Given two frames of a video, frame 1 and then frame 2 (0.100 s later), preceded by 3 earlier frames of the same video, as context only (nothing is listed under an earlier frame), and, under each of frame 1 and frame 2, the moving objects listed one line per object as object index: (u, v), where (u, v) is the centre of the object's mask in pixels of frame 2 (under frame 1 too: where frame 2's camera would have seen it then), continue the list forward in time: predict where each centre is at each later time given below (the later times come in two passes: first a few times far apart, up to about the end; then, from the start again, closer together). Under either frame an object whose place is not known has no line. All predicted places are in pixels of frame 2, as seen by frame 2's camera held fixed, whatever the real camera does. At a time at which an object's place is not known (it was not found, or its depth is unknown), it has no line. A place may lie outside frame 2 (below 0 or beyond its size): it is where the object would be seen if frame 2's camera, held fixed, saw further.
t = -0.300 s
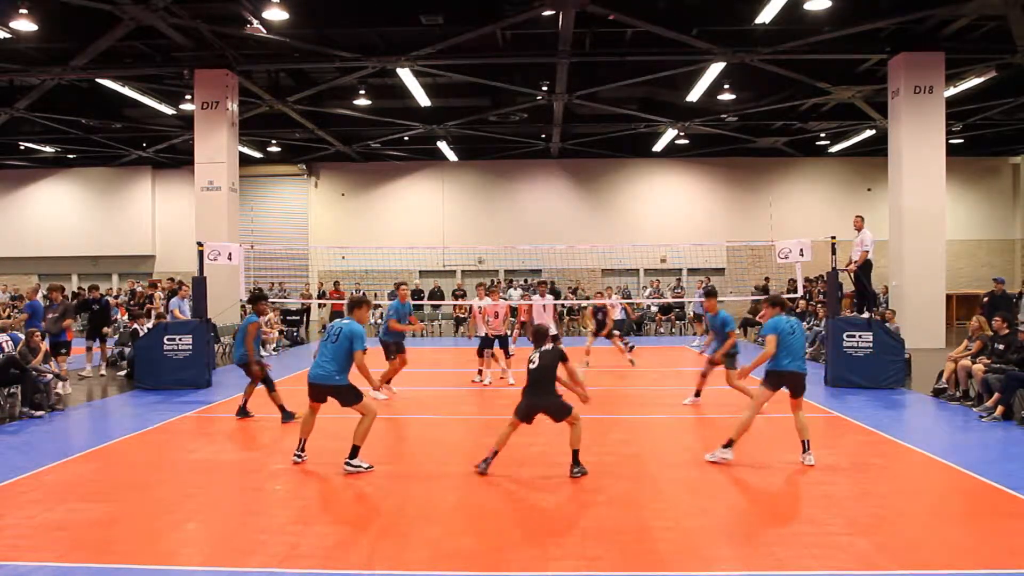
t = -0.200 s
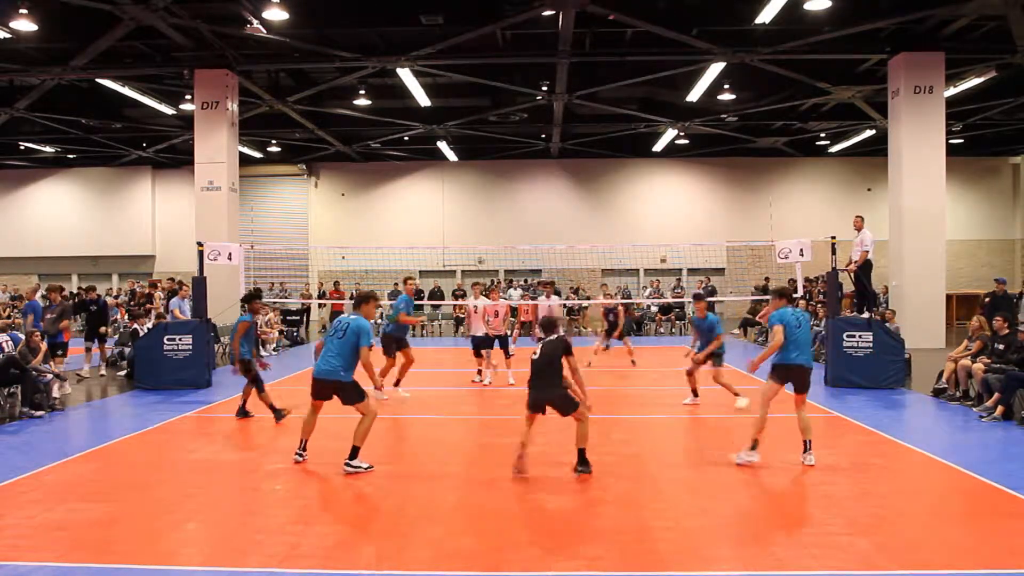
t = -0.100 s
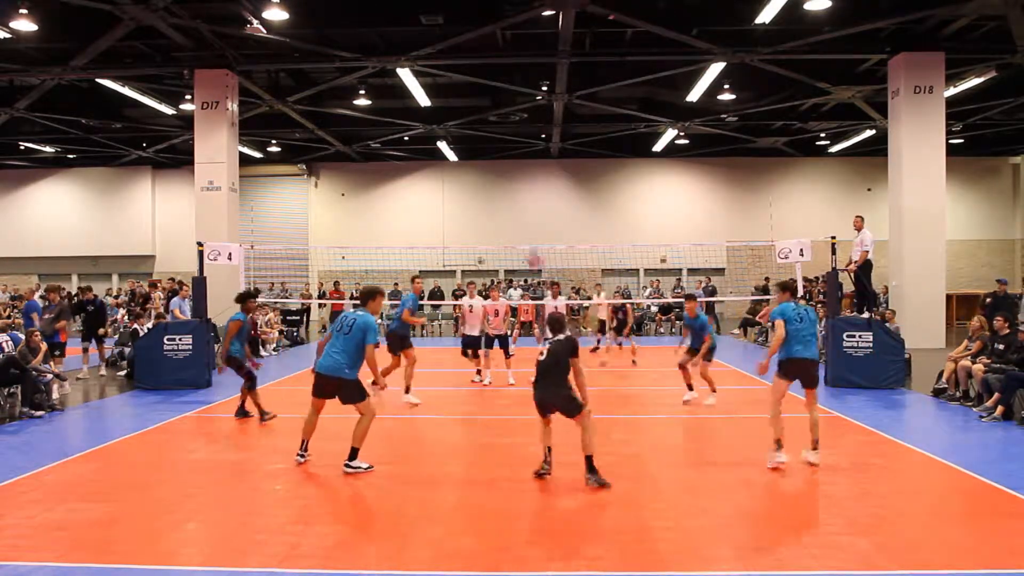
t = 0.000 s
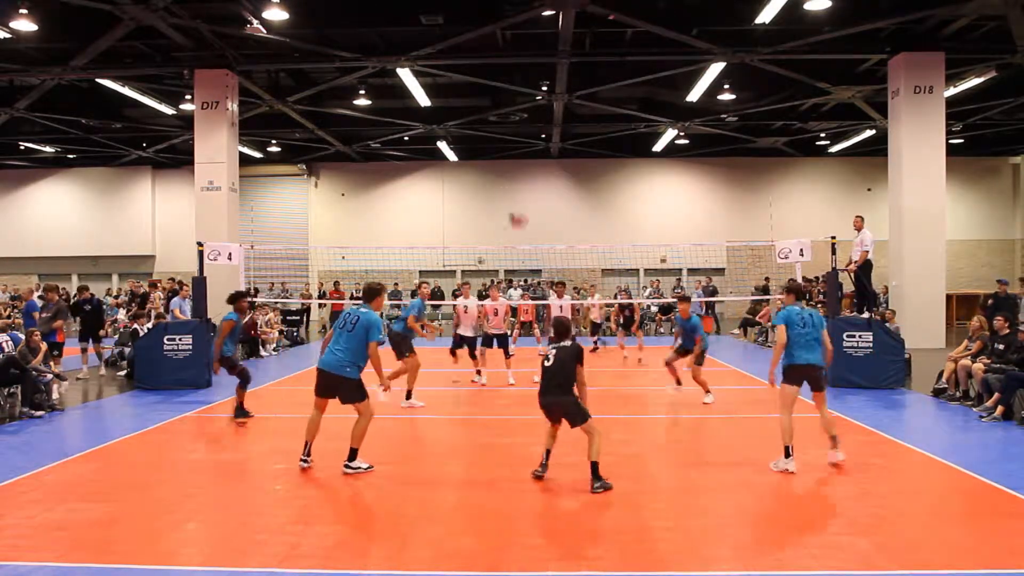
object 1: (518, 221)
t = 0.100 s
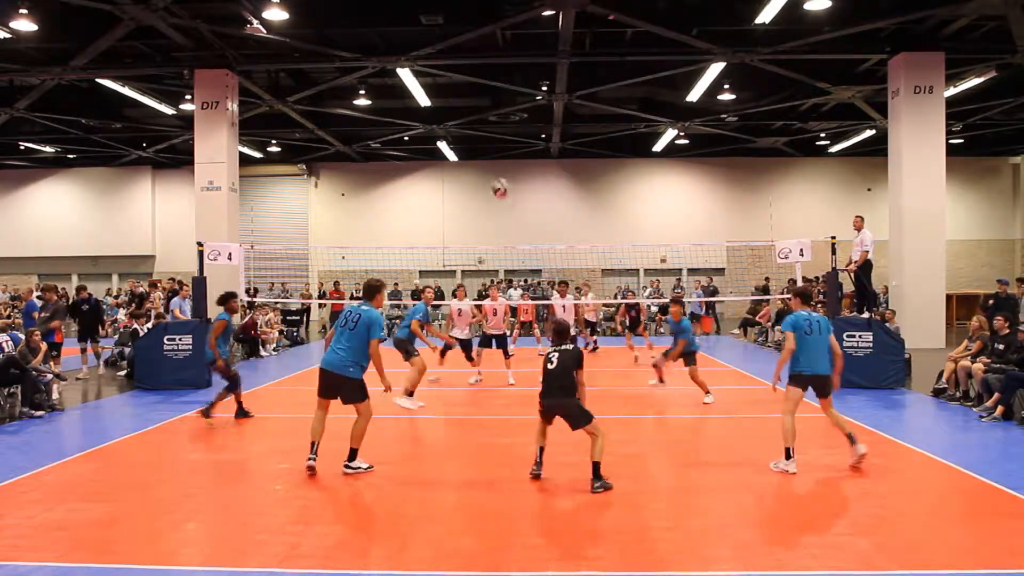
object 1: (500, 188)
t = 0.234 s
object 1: (480, 164)
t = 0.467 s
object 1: (450, 158)
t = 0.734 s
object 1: (419, 198)
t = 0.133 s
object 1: (494, 178)
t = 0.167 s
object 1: (490, 173)
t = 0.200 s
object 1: (486, 169)
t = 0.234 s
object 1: (480, 164)
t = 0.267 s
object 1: (476, 161)
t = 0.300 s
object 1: (471, 158)
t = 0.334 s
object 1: (466, 157)
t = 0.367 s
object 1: (463, 155)
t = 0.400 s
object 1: (459, 155)
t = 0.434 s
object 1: (455, 157)
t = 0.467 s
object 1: (450, 158)
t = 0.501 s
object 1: (444, 161)
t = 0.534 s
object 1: (441, 163)
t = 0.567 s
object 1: (438, 167)
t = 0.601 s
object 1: (434, 172)
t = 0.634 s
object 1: (430, 177)
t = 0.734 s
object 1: (419, 198)
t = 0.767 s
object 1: (415, 206)
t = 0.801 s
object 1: (413, 213)
